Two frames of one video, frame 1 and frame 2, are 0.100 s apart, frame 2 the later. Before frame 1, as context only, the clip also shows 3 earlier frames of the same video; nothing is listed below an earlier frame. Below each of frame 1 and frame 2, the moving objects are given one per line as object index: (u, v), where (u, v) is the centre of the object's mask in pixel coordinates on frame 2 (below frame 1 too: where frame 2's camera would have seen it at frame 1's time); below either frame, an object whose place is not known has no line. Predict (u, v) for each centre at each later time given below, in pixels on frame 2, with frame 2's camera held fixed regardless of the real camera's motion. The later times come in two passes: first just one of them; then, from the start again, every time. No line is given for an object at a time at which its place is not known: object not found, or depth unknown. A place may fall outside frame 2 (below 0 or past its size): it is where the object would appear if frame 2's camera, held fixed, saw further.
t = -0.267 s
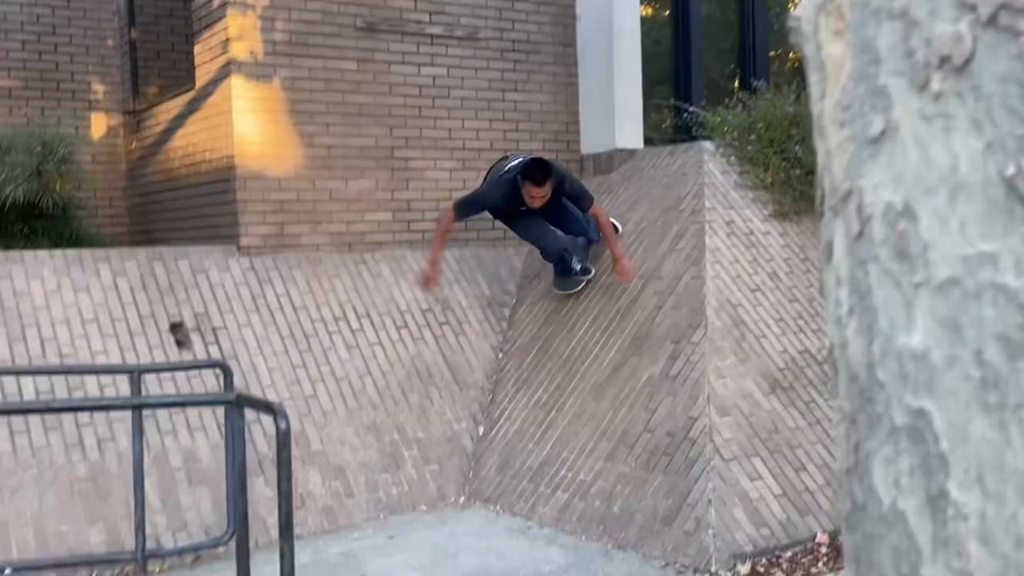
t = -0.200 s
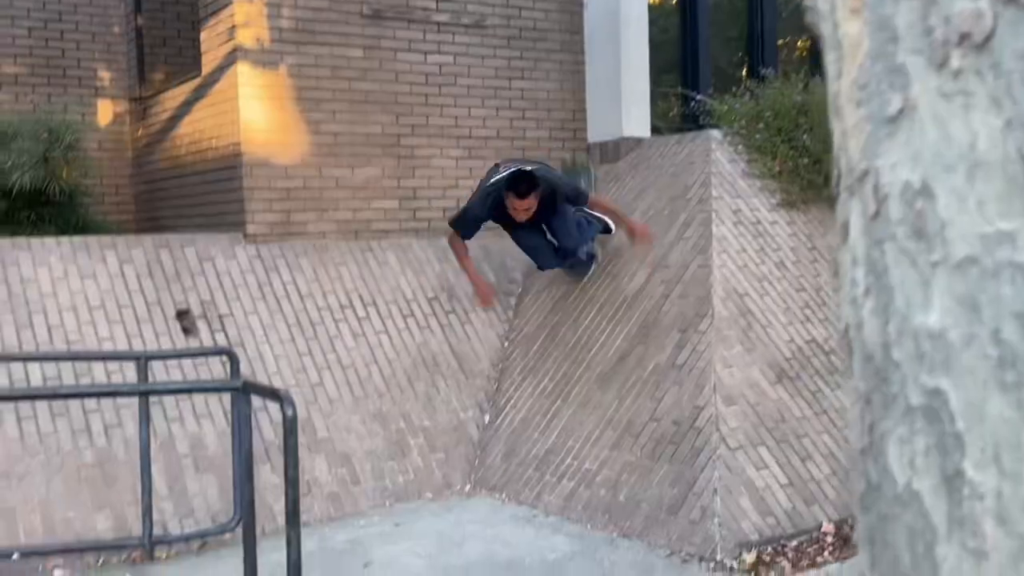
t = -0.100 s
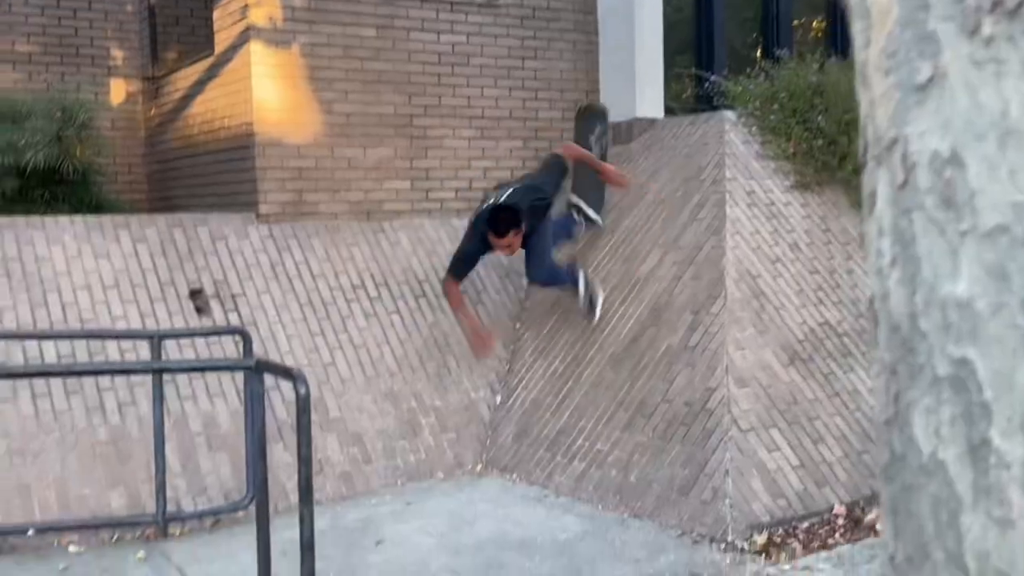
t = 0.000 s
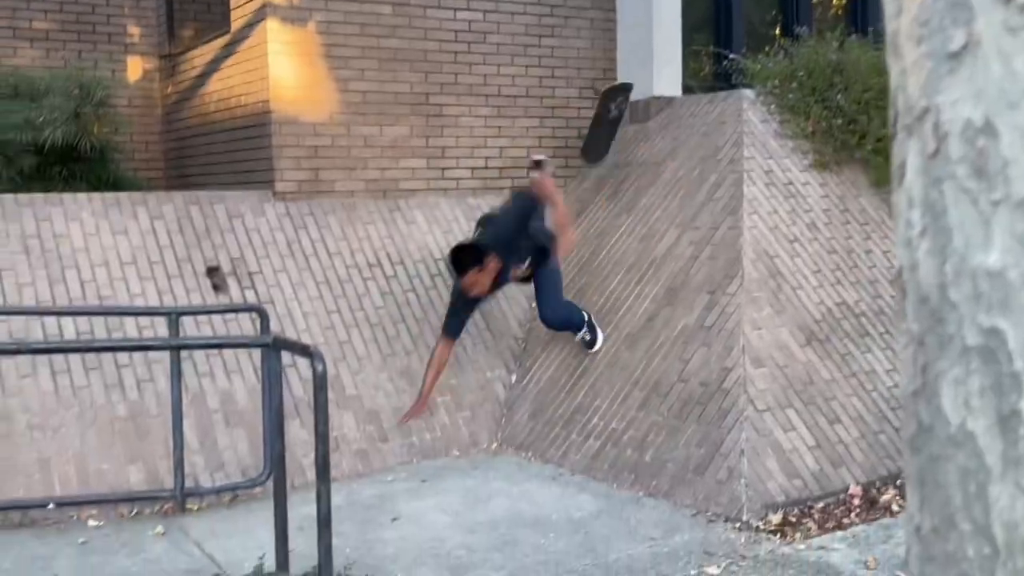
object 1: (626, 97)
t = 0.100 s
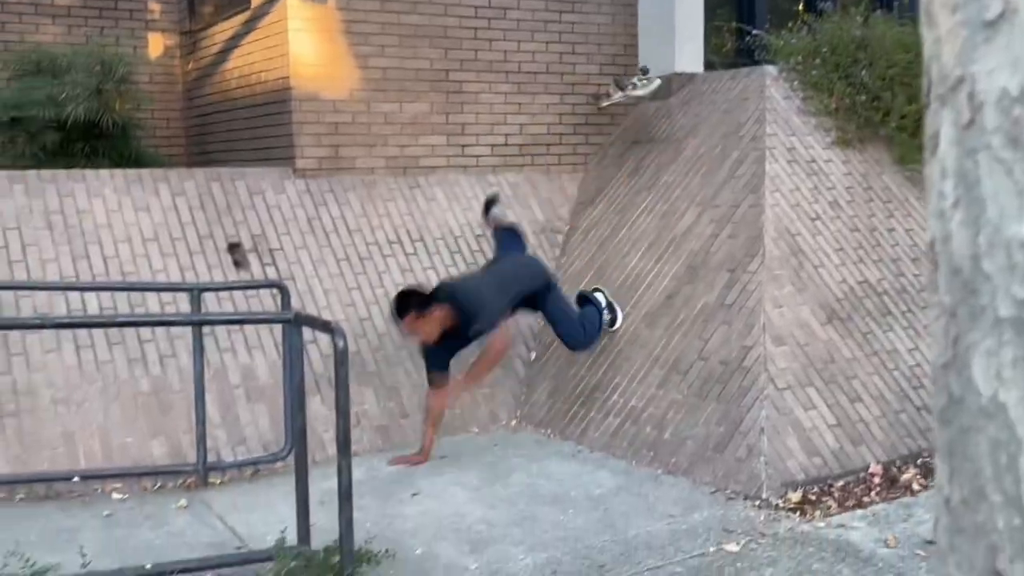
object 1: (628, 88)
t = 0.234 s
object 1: (627, 110)
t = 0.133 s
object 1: (629, 93)
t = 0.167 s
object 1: (628, 99)
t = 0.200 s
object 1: (628, 104)
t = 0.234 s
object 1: (627, 110)
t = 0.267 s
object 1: (625, 111)
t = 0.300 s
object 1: (618, 106)
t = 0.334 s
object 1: (615, 113)
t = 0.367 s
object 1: (617, 118)
